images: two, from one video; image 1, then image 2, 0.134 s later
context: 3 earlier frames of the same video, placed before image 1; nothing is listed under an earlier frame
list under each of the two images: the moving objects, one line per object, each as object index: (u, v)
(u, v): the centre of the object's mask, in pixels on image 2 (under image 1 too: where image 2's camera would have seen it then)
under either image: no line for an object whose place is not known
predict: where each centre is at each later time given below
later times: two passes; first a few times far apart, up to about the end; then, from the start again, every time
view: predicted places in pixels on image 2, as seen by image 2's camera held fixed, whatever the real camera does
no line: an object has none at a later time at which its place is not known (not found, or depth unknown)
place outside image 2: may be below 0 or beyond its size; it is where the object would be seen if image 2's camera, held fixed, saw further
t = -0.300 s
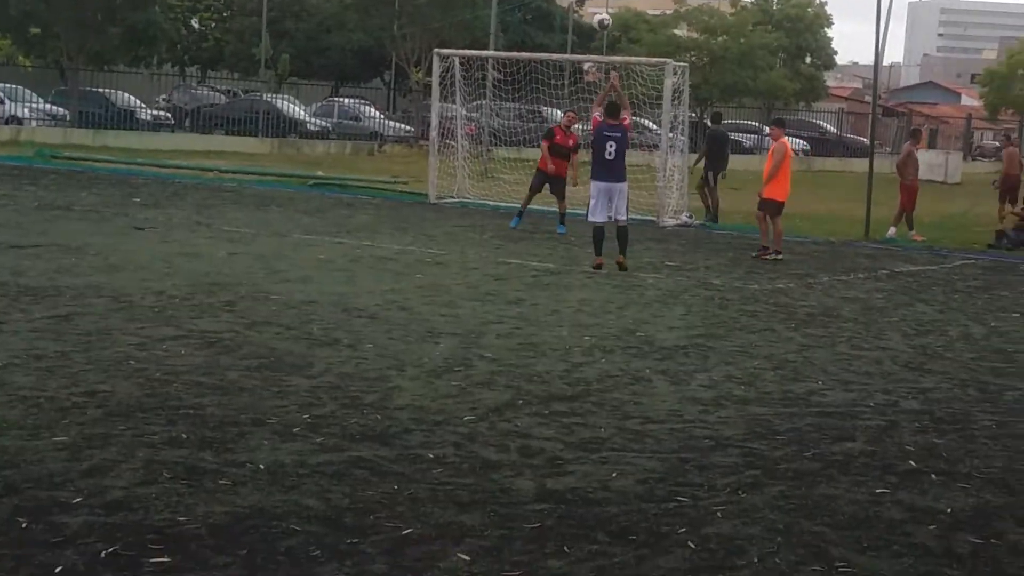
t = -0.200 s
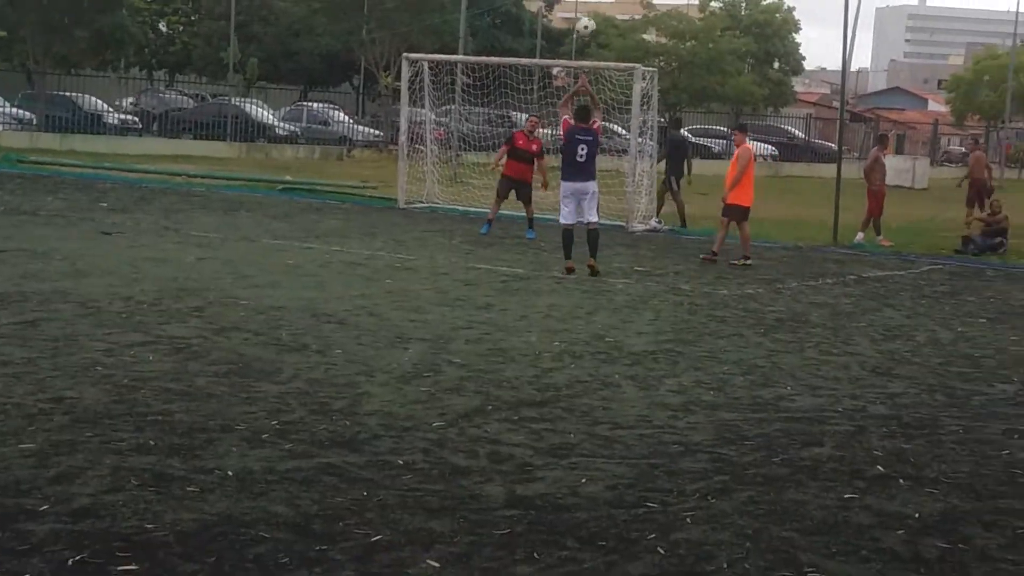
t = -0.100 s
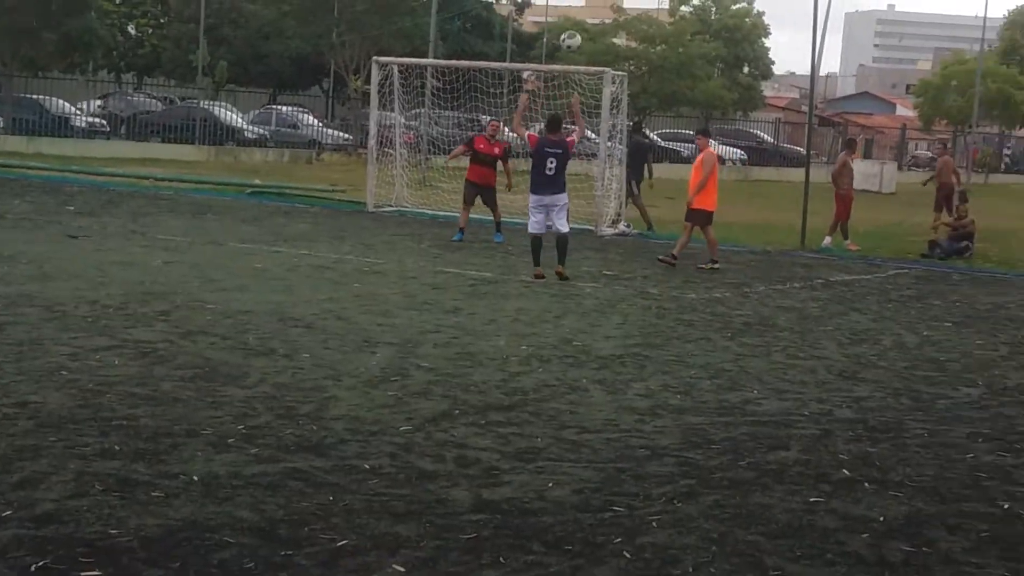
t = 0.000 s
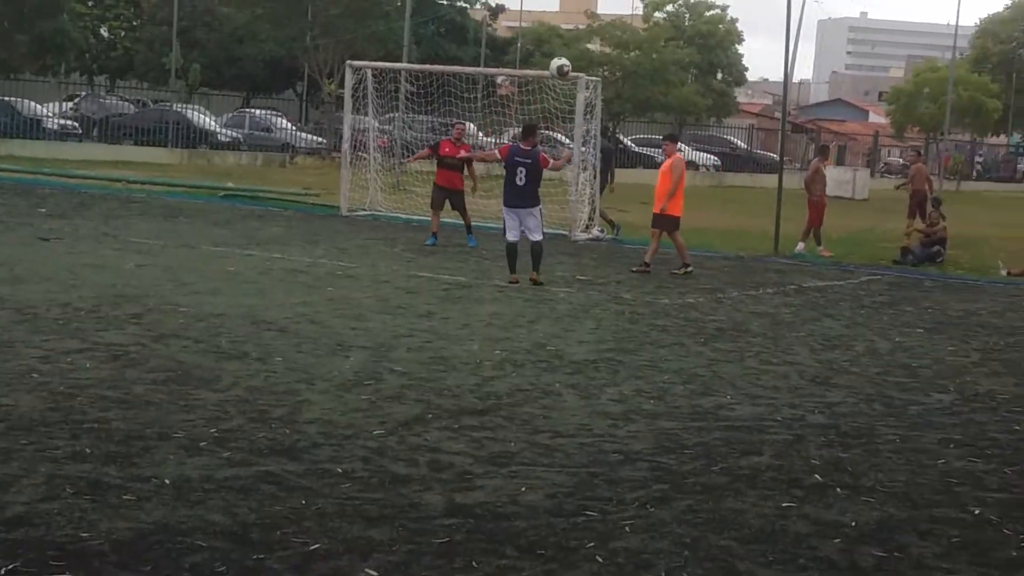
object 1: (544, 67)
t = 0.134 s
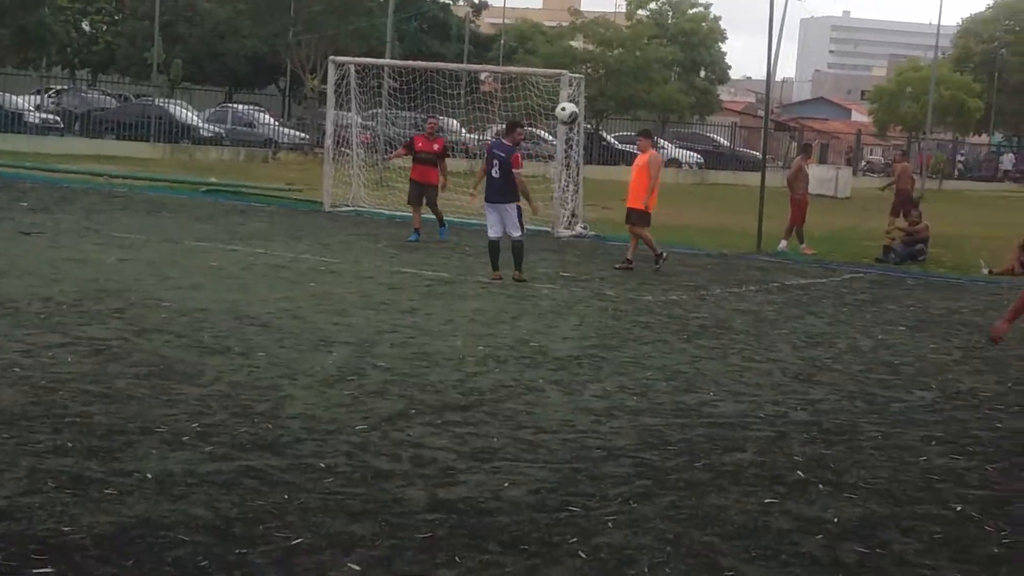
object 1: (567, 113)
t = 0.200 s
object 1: (580, 147)
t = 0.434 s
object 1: (633, 323)
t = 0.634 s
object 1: (672, 271)
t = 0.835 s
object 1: (707, 243)
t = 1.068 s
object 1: (755, 284)
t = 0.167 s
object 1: (574, 130)
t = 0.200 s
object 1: (580, 147)
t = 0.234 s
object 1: (589, 168)
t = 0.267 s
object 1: (595, 188)
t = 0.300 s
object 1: (602, 211)
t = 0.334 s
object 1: (609, 237)
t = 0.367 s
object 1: (617, 263)
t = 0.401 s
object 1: (625, 292)
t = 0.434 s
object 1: (633, 323)
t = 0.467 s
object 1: (640, 331)
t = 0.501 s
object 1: (646, 316)
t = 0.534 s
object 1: (653, 304)
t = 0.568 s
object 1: (660, 292)
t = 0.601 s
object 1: (666, 280)
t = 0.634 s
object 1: (672, 271)
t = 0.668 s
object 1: (679, 262)
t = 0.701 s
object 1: (685, 256)
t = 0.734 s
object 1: (689, 250)
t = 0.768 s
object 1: (695, 246)
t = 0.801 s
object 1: (703, 245)
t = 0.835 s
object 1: (707, 243)
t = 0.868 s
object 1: (712, 244)
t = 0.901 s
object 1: (719, 245)
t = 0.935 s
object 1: (726, 249)
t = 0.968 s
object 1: (733, 256)
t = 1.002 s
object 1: (739, 264)
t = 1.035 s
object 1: (746, 274)
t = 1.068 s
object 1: (755, 284)
